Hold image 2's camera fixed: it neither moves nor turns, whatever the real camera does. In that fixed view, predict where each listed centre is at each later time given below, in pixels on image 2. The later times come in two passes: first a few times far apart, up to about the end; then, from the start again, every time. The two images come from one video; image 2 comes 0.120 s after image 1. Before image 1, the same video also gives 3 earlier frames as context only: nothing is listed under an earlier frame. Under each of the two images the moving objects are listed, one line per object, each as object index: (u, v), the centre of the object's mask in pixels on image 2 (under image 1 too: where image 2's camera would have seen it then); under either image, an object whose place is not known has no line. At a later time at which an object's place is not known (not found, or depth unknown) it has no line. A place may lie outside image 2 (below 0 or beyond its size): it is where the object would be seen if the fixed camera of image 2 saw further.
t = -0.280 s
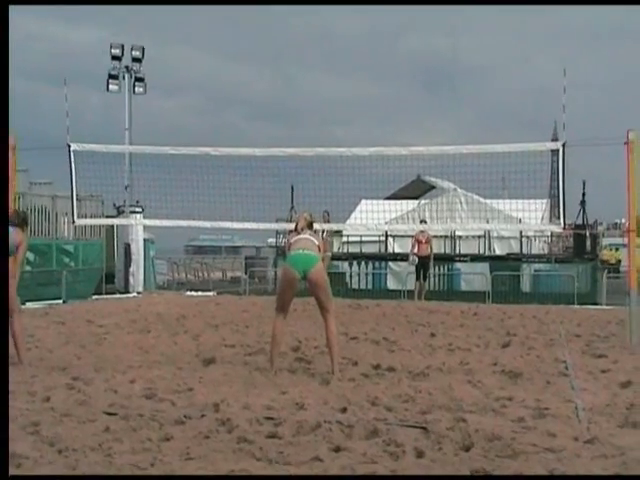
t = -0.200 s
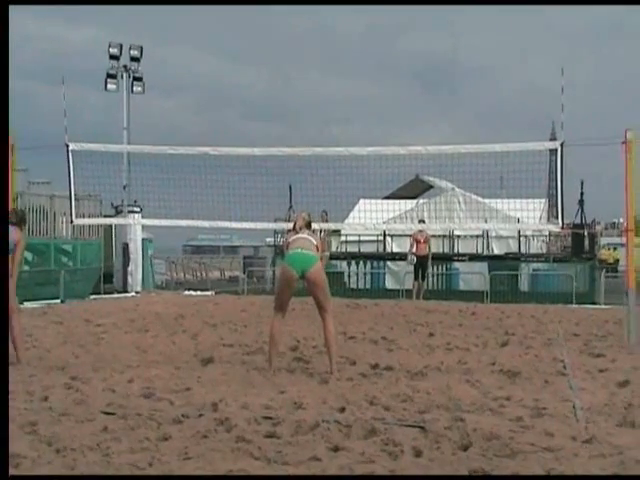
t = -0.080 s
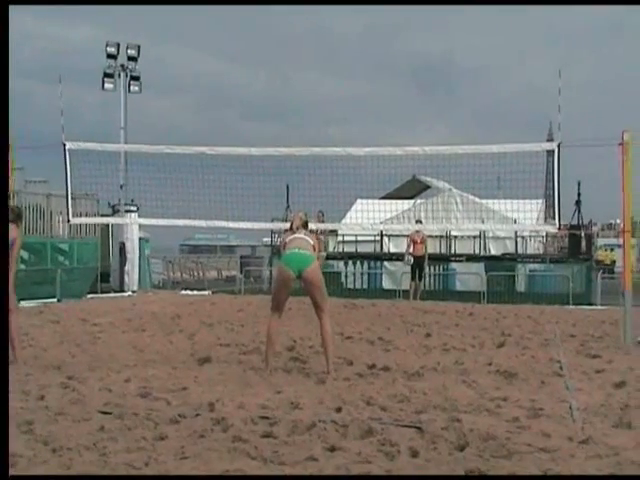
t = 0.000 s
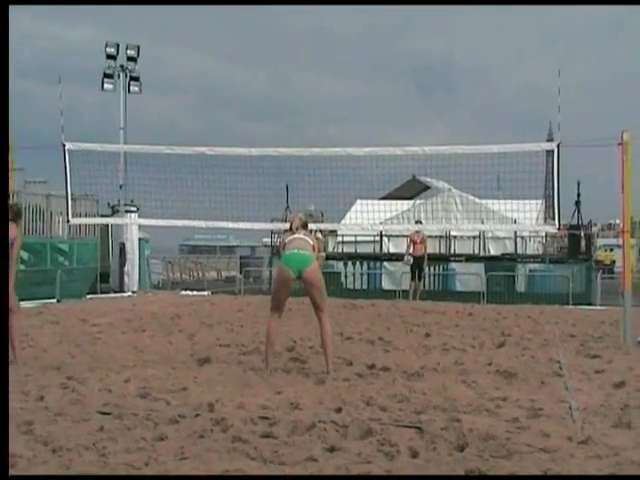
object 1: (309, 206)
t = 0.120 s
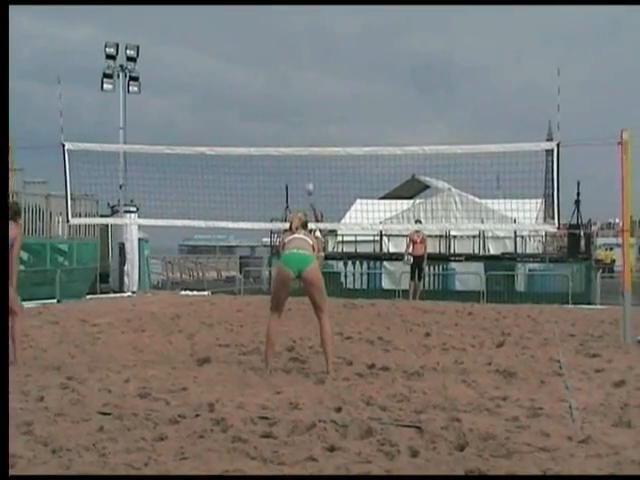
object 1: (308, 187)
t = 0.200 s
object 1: (308, 178)
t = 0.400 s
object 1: (308, 169)
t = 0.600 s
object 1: (308, 181)
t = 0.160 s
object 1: (308, 182)
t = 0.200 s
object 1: (308, 178)
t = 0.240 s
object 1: (308, 175)
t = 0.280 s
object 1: (308, 172)
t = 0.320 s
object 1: (308, 170)
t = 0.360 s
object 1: (308, 169)
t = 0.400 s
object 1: (308, 169)
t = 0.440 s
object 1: (308, 170)
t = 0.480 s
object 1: (309, 172)
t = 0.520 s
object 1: (308, 174)
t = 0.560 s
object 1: (308, 177)
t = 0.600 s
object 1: (308, 181)
